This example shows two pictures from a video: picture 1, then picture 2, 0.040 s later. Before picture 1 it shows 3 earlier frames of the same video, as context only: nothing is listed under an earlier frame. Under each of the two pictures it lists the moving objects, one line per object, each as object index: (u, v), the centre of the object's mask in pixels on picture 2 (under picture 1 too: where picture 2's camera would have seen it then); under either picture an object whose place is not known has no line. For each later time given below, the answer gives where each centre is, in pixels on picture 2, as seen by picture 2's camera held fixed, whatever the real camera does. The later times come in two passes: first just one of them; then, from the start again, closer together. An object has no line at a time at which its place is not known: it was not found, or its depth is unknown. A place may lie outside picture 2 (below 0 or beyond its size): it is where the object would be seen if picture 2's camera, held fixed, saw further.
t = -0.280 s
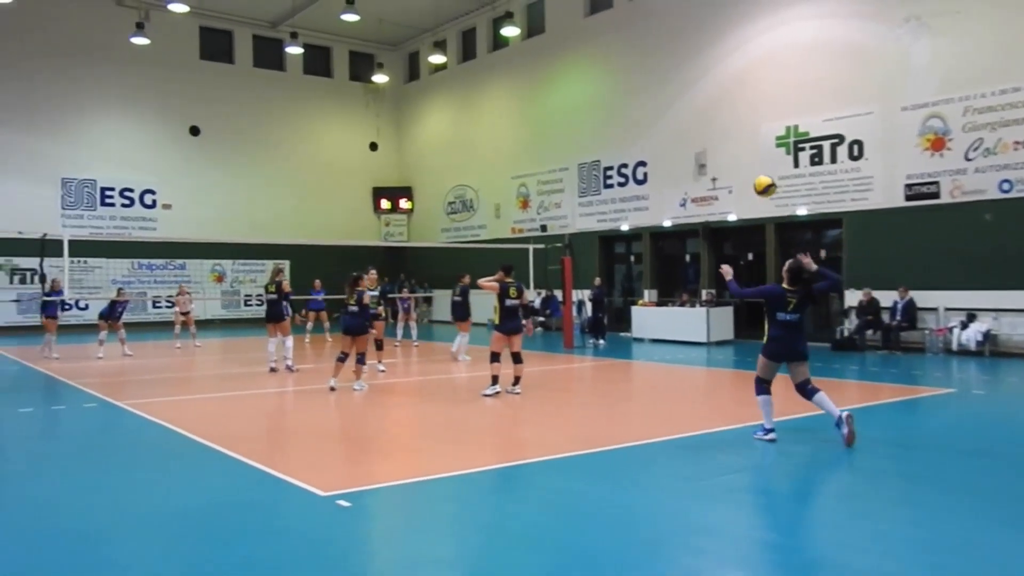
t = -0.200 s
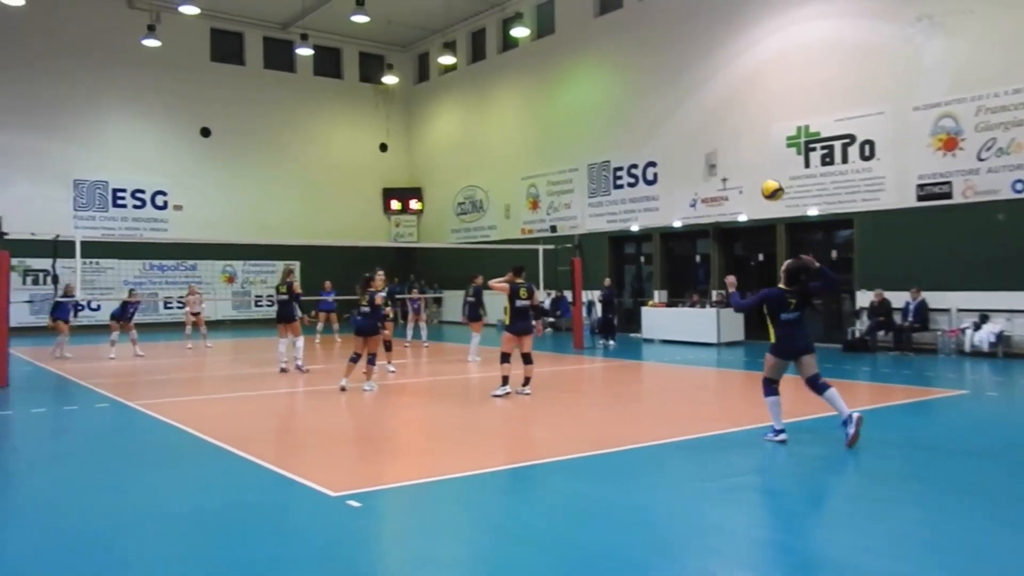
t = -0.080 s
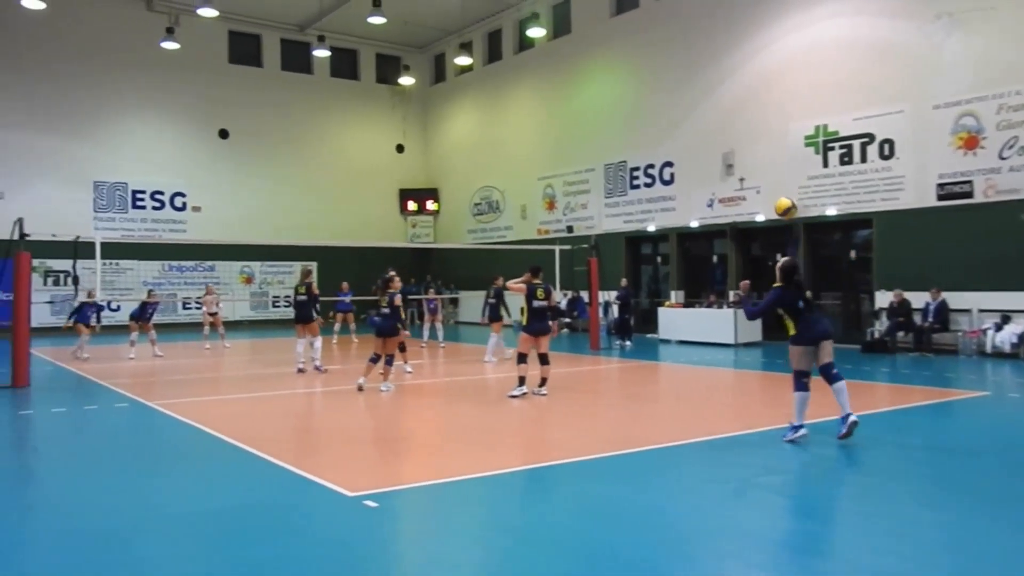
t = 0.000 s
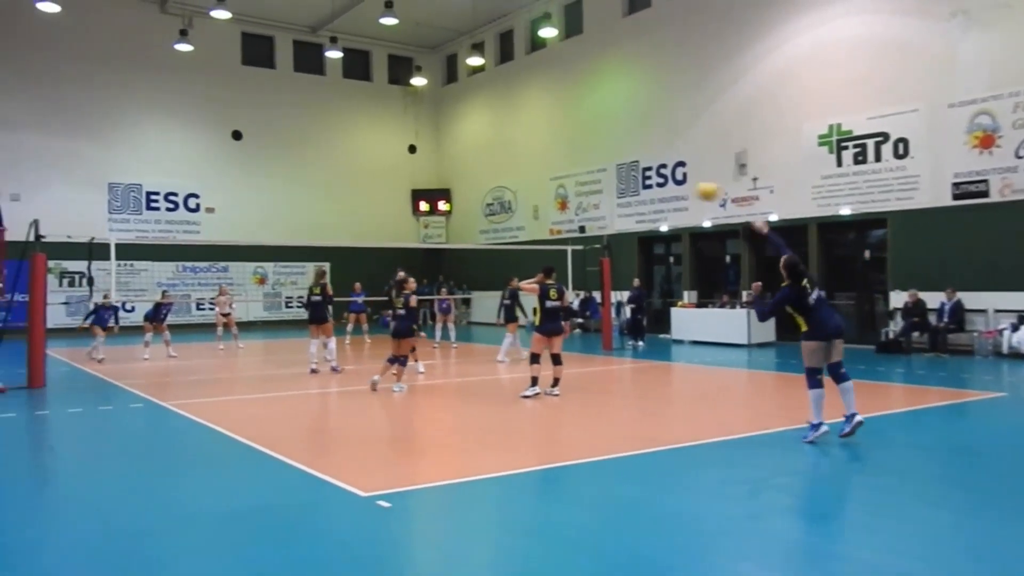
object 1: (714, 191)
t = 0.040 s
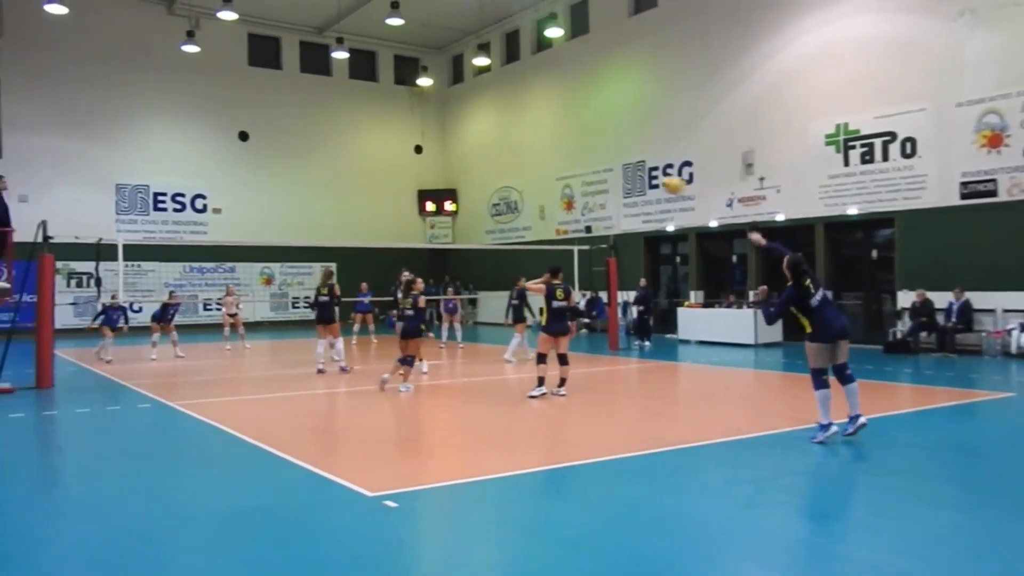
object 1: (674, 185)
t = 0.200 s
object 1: (552, 176)
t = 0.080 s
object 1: (637, 180)
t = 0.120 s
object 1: (606, 177)
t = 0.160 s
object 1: (578, 176)
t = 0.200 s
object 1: (552, 176)
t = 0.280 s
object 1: (508, 181)
